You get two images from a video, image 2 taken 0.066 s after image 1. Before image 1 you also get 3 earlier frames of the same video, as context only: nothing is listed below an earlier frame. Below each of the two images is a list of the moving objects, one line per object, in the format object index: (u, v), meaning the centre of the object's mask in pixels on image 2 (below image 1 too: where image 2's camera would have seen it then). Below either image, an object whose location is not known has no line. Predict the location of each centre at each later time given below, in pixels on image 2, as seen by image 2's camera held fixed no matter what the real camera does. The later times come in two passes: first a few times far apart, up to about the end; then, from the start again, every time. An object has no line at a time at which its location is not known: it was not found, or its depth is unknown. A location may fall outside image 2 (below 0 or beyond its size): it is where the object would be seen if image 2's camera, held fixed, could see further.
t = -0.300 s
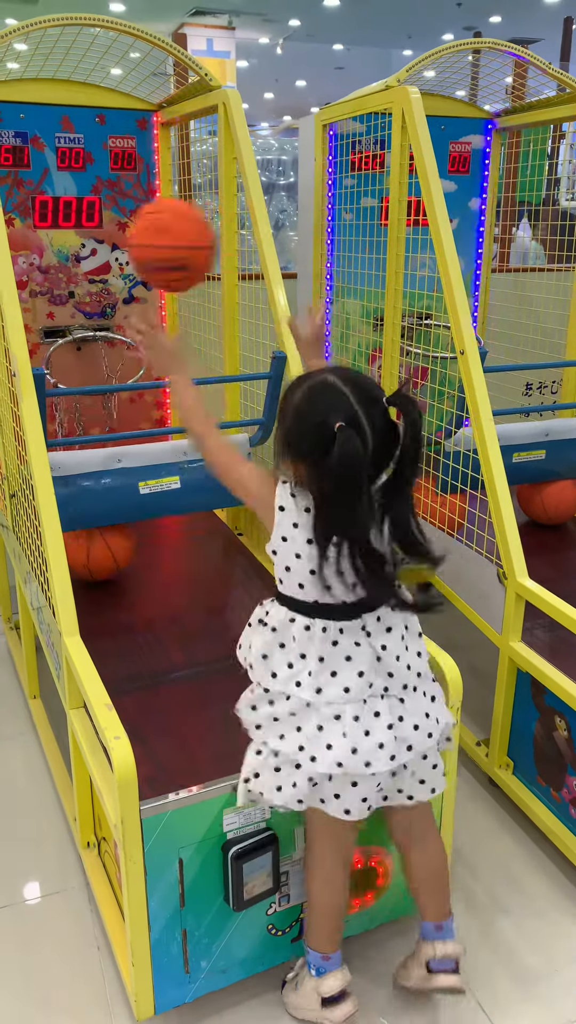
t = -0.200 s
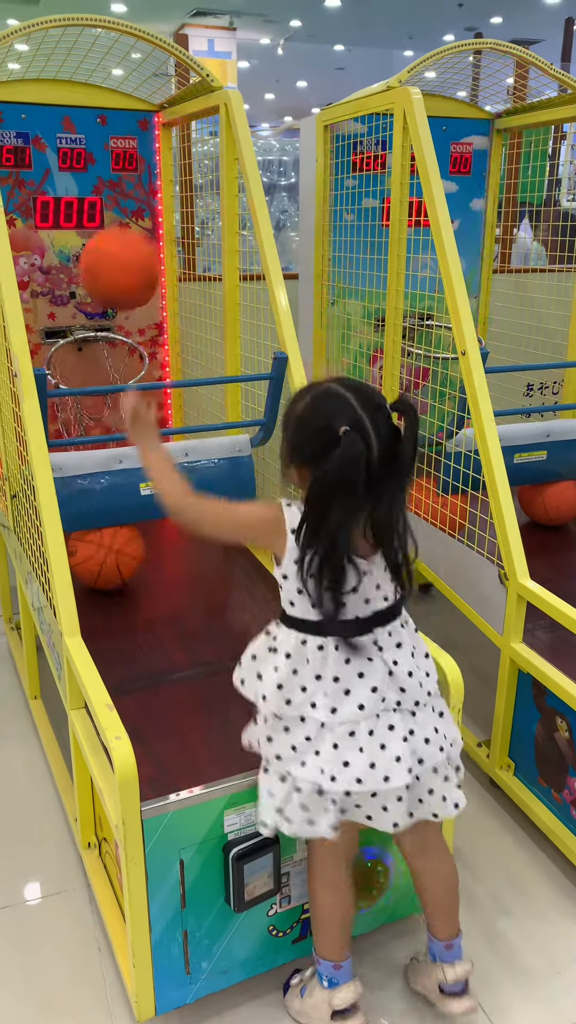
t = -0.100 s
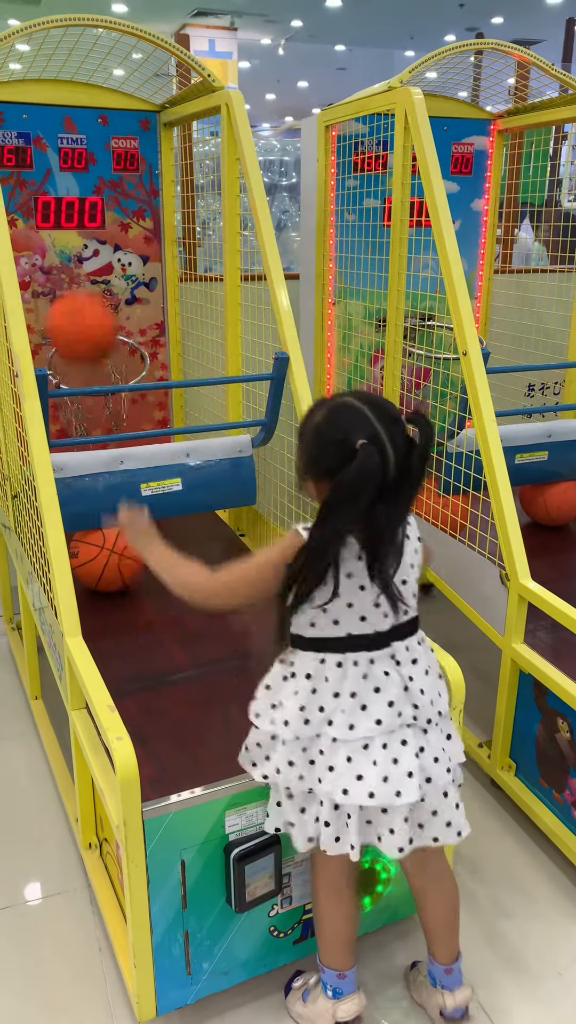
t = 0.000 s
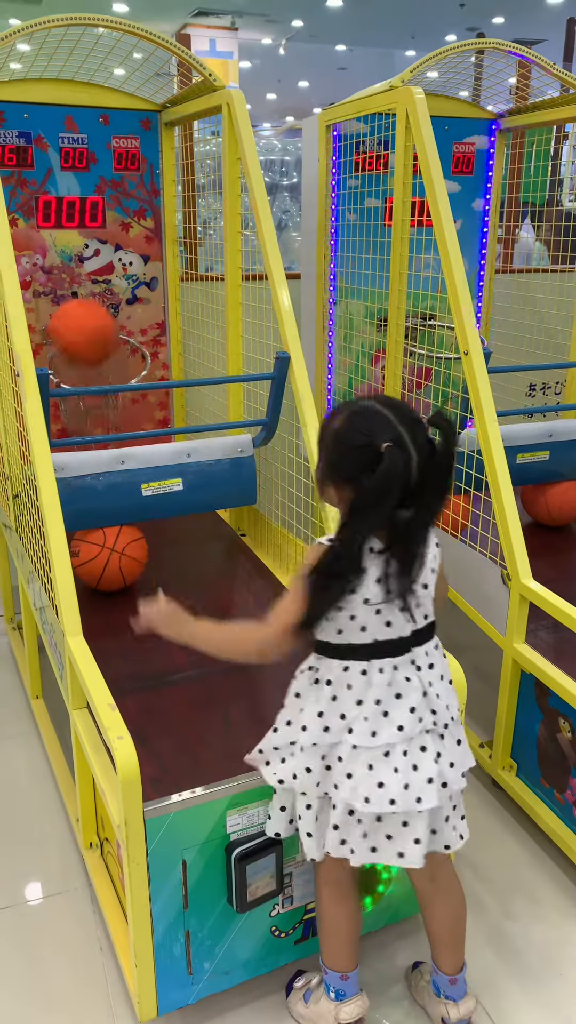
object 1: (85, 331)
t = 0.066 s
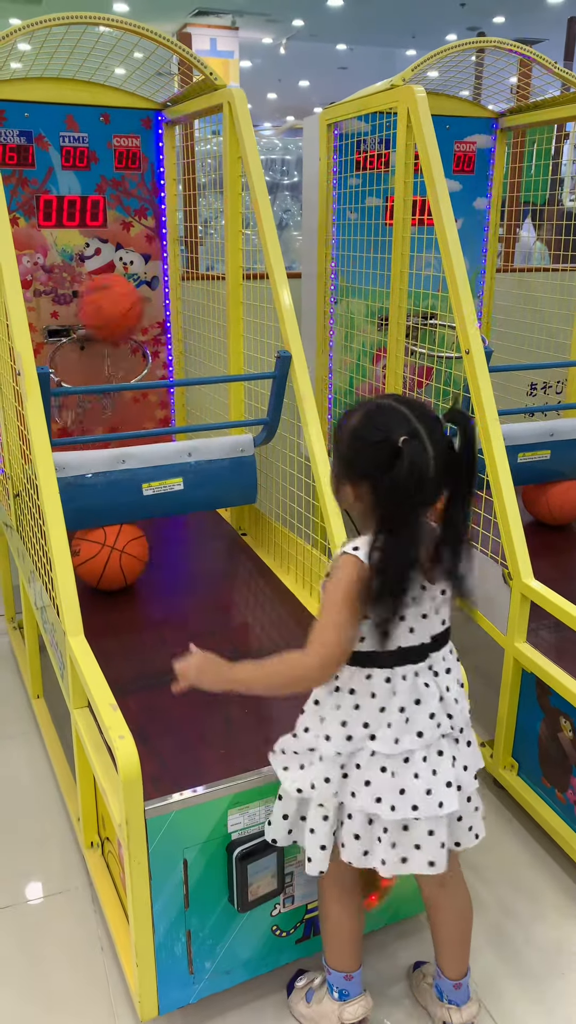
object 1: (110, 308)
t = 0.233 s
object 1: (143, 302)
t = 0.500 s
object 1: (166, 328)
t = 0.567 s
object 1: (166, 328)
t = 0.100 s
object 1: (118, 307)
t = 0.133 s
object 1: (124, 300)
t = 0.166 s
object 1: (131, 296)
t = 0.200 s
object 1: (137, 297)
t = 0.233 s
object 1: (143, 302)
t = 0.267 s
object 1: (149, 308)
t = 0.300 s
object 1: (156, 317)
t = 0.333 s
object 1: (161, 320)
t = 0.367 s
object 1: (160, 322)
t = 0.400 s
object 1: (161, 324)
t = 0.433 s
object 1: (164, 326)
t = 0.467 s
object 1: (165, 328)
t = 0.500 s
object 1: (166, 328)
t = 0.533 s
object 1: (166, 328)
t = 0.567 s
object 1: (166, 328)
